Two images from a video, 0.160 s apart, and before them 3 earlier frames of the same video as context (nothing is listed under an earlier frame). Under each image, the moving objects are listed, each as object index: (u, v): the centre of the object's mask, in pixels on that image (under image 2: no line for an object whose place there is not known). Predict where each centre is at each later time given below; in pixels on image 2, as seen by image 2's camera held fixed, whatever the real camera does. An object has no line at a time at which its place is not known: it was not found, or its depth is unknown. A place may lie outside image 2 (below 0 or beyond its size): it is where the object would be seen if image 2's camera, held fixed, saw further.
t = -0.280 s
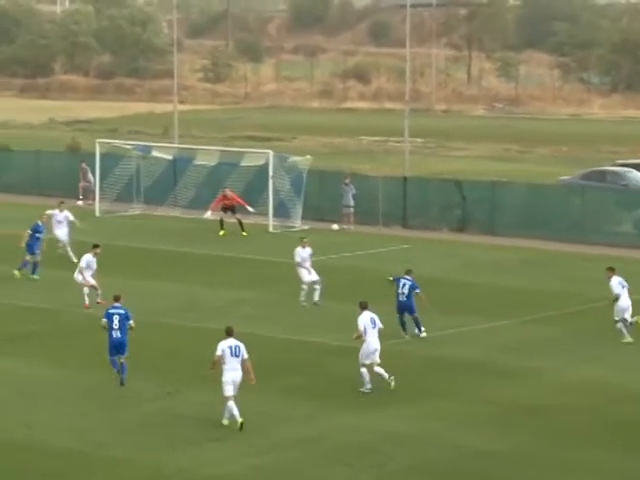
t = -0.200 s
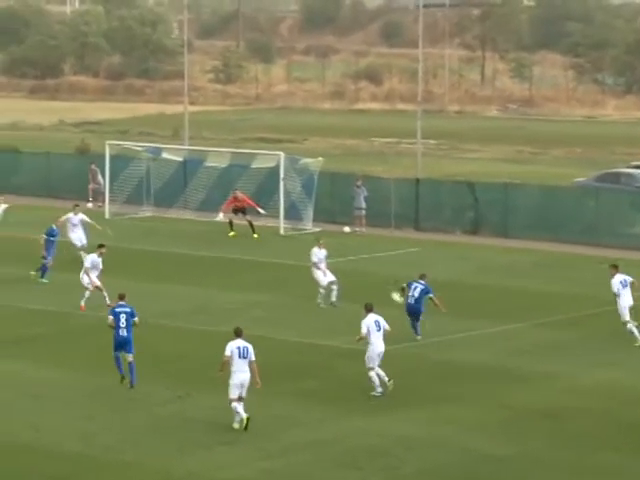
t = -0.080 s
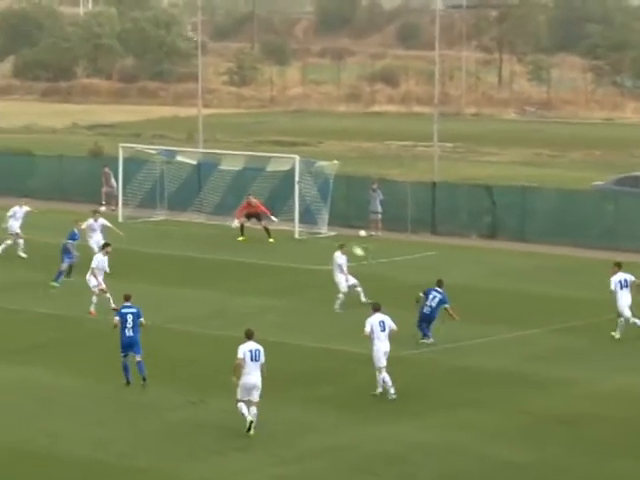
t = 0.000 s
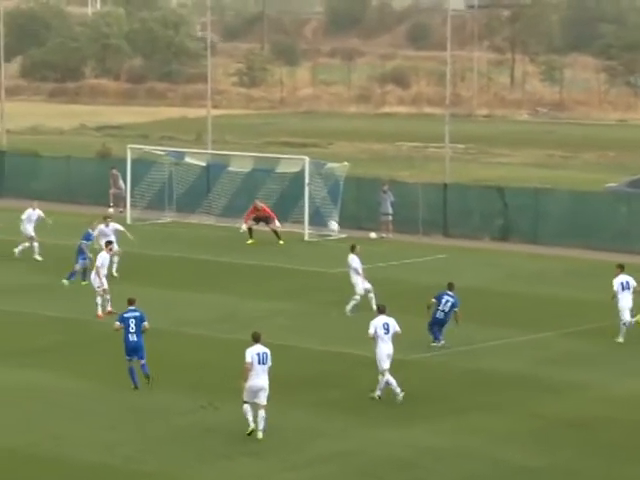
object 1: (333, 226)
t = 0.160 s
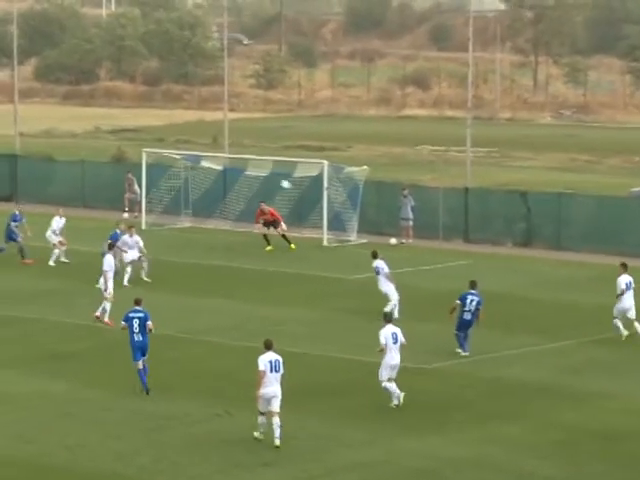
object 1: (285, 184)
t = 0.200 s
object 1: (269, 175)
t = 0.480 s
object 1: (165, 130)
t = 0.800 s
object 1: (52, 113)
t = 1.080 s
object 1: (-30, 127)
